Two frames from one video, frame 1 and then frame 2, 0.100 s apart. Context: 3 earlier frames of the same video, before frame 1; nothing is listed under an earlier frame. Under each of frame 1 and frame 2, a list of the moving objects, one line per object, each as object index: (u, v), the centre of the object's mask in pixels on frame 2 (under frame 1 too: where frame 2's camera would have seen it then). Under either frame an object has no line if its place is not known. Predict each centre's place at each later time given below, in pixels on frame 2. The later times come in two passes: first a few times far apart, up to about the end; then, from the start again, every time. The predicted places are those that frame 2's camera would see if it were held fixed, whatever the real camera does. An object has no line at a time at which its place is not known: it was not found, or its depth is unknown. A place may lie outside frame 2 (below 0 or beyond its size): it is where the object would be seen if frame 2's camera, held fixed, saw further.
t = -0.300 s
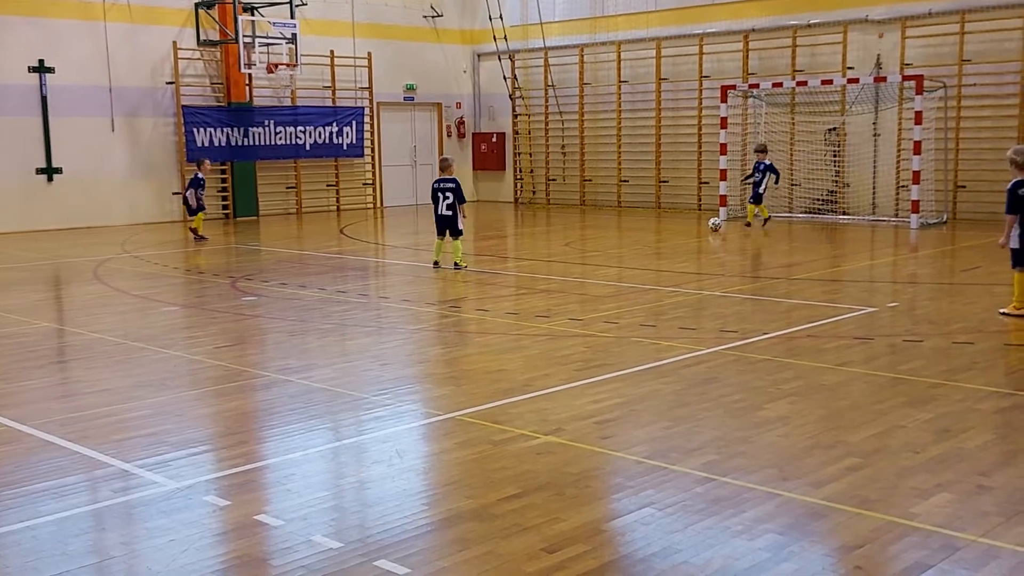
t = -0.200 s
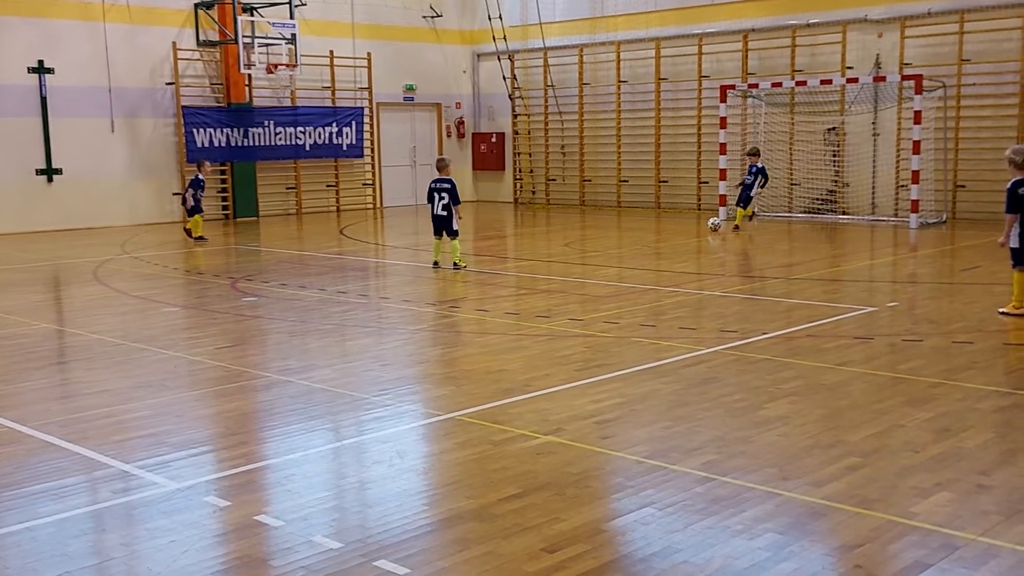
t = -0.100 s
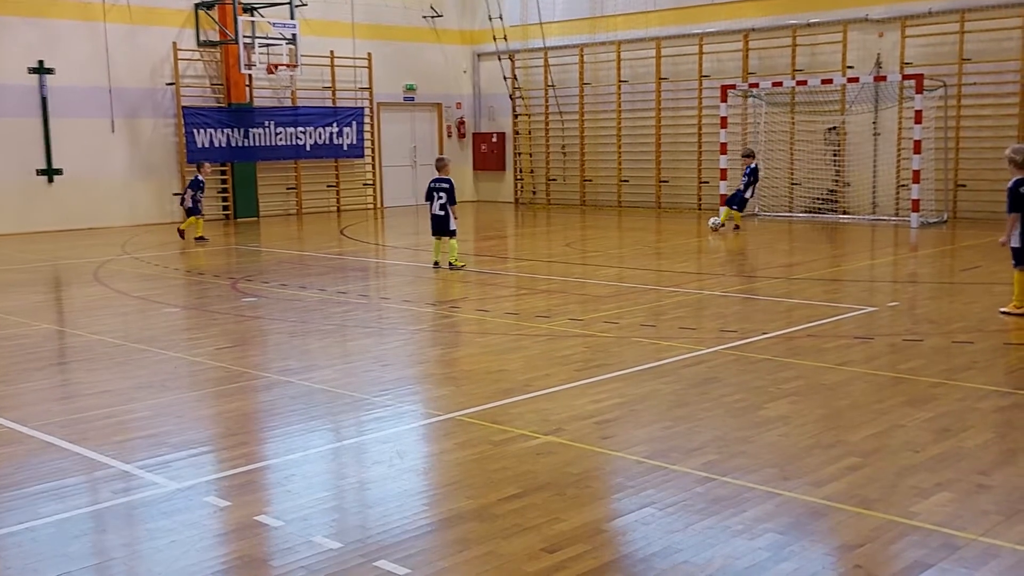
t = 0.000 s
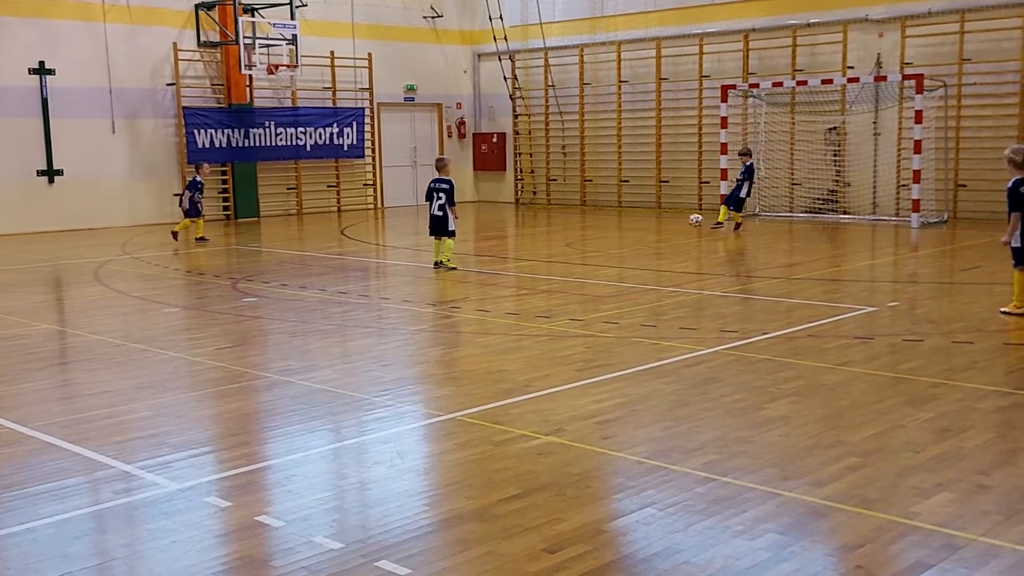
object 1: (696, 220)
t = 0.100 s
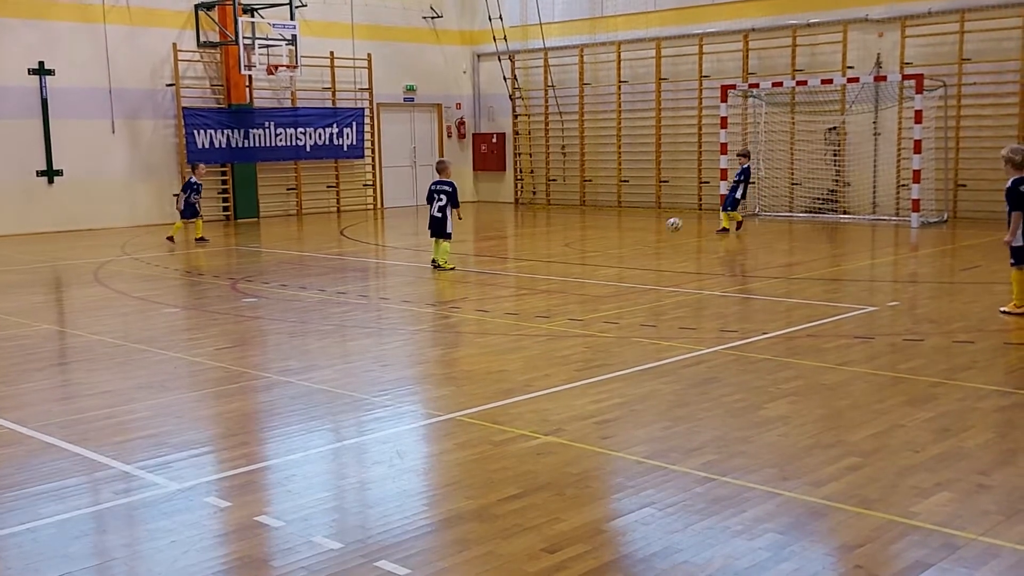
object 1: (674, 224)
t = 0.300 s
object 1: (633, 235)
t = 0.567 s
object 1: (585, 245)
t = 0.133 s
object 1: (667, 227)
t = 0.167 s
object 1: (659, 231)
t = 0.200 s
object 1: (652, 236)
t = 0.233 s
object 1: (646, 235)
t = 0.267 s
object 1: (640, 235)
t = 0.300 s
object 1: (633, 235)
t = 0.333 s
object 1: (627, 236)
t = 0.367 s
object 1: (621, 238)
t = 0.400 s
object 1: (614, 242)
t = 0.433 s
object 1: (607, 245)
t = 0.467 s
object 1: (602, 244)
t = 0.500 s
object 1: (597, 243)
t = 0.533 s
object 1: (591, 244)
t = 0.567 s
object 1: (585, 245)
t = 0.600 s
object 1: (579, 249)
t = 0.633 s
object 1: (574, 253)
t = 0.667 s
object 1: (568, 253)
